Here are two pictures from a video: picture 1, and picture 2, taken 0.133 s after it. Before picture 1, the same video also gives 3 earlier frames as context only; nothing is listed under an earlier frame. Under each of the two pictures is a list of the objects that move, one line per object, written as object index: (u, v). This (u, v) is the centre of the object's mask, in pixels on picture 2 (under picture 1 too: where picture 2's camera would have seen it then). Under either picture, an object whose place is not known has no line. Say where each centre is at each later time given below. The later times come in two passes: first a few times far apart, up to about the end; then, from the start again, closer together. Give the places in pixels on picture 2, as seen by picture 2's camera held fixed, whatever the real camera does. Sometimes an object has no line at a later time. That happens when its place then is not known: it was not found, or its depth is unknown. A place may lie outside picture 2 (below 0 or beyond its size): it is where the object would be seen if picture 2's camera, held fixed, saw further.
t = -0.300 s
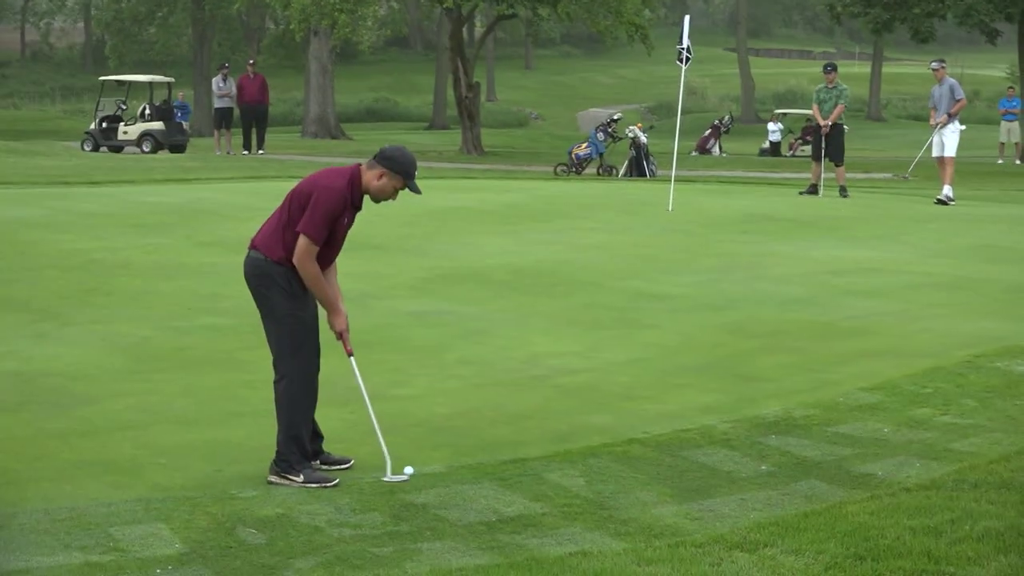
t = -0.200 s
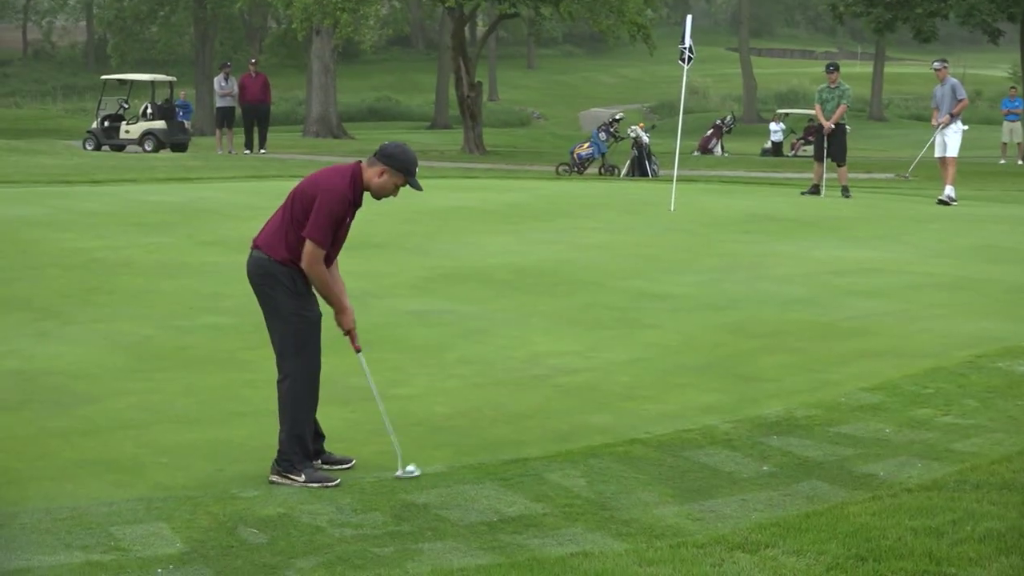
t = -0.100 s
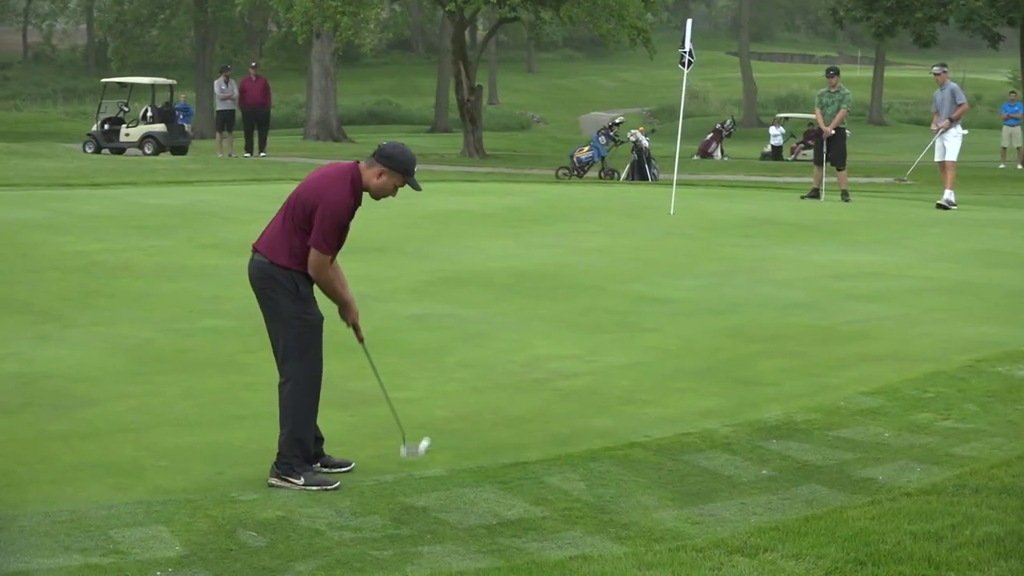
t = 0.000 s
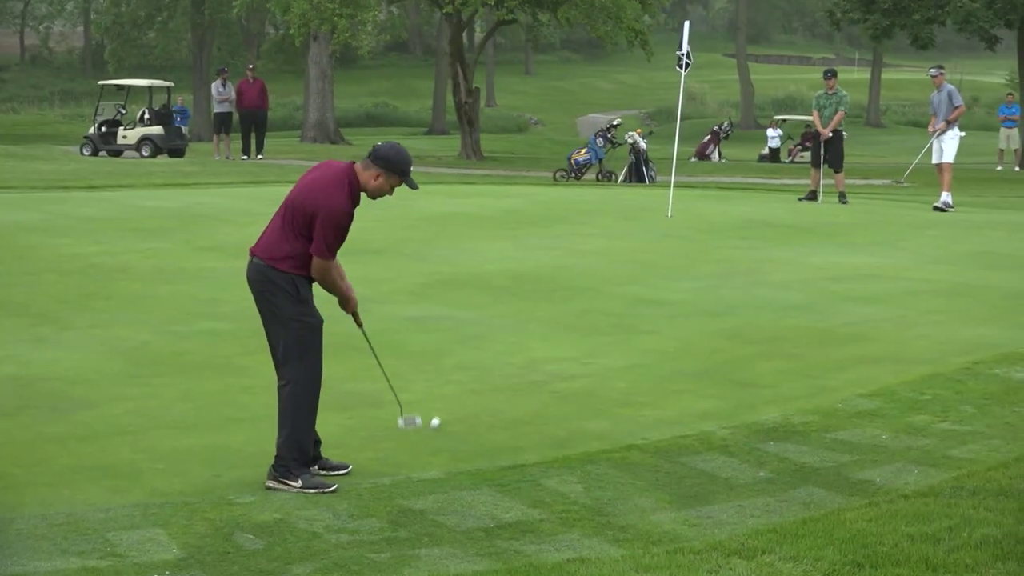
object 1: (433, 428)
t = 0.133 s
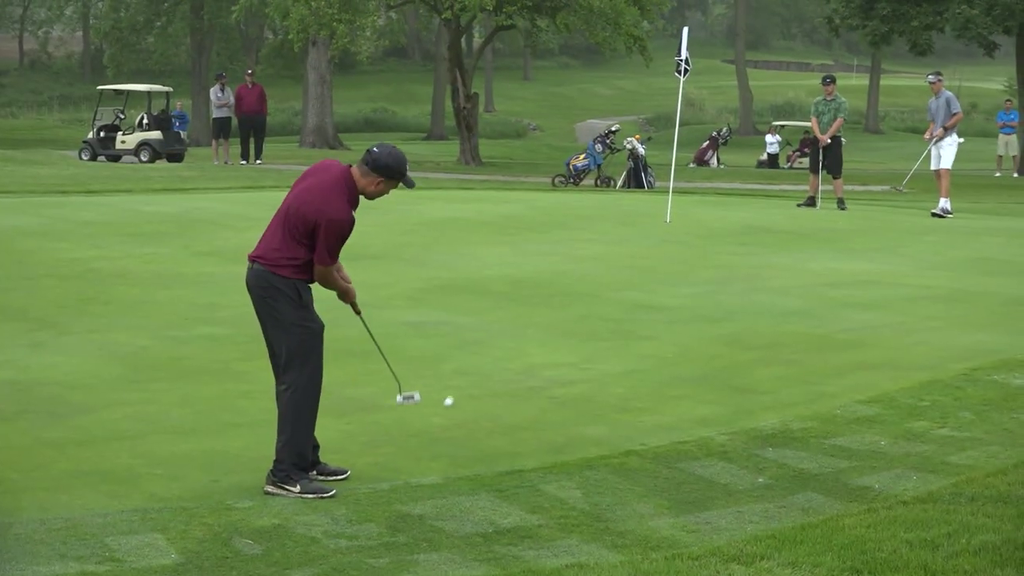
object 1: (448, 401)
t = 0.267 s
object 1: (460, 381)
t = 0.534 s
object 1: (481, 352)
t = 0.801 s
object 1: (497, 329)
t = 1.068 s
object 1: (511, 311)
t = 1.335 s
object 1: (525, 296)
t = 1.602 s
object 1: (539, 284)
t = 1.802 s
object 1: (549, 275)
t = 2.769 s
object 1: (595, 248)
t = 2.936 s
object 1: (601, 244)
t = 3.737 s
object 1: (638, 231)
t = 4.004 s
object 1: (650, 227)
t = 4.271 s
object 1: (661, 224)
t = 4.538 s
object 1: (672, 223)
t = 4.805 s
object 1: (670, 224)
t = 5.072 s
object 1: (668, 224)
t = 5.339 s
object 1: (669, 225)
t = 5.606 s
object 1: (670, 225)
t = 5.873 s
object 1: (672, 224)
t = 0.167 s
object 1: (452, 396)
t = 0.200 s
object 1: (455, 391)
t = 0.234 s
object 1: (458, 386)
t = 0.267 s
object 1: (460, 381)
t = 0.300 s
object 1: (464, 378)
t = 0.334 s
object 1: (466, 373)
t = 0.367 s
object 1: (469, 370)
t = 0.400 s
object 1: (471, 365)
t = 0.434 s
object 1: (474, 362)
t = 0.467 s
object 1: (476, 358)
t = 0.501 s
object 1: (479, 355)
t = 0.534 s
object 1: (481, 352)
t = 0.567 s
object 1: (483, 349)
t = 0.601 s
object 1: (485, 345)
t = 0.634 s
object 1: (487, 342)
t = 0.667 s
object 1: (489, 339)
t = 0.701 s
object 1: (491, 337)
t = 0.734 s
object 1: (493, 333)
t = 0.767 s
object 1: (495, 331)
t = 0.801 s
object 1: (497, 329)
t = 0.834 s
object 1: (499, 326)
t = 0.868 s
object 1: (501, 324)
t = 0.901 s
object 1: (503, 322)
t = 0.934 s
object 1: (504, 319)
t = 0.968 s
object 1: (506, 318)
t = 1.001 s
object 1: (508, 315)
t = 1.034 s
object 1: (510, 313)
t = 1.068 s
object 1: (511, 311)
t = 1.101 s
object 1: (513, 309)
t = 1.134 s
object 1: (515, 307)
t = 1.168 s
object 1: (517, 305)
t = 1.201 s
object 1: (519, 303)
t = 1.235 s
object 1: (520, 302)
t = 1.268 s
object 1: (522, 300)
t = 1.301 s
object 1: (523, 299)
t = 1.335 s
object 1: (525, 296)
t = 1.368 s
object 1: (527, 295)
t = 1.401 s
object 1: (528, 293)
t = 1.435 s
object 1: (530, 291)
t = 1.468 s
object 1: (532, 290)
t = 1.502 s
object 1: (534, 288)
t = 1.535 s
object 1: (536, 287)
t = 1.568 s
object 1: (538, 285)
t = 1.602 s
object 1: (539, 284)
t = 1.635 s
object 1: (541, 282)
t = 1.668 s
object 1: (543, 280)
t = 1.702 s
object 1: (545, 278)
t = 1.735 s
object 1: (546, 277)
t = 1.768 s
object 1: (548, 276)
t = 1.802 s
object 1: (549, 275)
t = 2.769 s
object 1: (595, 248)
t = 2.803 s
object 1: (596, 247)
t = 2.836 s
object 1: (597, 246)
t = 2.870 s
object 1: (599, 245)
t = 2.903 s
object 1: (600, 245)
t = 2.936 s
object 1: (601, 244)
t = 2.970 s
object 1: (603, 244)
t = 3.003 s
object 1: (604, 244)
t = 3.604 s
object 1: (632, 233)
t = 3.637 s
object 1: (634, 232)
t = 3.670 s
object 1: (635, 232)
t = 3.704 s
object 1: (636, 232)
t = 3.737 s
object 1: (638, 231)
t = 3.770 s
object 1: (639, 231)
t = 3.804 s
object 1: (641, 231)
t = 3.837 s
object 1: (642, 230)
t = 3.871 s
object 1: (644, 229)
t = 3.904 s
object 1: (646, 229)
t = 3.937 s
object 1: (647, 228)
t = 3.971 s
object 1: (648, 228)
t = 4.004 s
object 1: (650, 227)
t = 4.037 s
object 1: (651, 228)
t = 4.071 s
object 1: (652, 228)
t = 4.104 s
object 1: (654, 227)
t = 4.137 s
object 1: (655, 226)
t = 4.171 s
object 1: (657, 226)
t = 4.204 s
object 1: (658, 225)
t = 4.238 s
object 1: (660, 225)
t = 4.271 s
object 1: (661, 224)
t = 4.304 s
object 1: (662, 223)
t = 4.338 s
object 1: (664, 223)
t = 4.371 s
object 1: (665, 222)
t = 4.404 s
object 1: (667, 222)
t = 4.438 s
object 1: (670, 222)
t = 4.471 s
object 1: (670, 222)
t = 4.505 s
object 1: (672, 222)
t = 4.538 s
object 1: (672, 223)
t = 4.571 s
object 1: (672, 224)
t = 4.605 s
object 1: (672, 224)
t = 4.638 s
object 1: (672, 224)
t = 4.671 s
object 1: (672, 225)
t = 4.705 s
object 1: (671, 224)
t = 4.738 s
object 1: (671, 223)
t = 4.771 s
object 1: (671, 223)
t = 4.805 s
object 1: (670, 224)
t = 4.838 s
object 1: (669, 224)
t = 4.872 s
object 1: (669, 224)
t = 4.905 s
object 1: (669, 225)
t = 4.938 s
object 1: (669, 225)
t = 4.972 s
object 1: (669, 224)
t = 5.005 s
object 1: (668, 224)
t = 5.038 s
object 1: (669, 224)
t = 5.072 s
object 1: (668, 224)
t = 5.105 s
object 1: (668, 224)
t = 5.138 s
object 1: (669, 224)
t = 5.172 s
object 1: (669, 225)
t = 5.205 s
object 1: (669, 225)
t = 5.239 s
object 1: (669, 224)
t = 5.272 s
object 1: (669, 223)
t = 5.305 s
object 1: (669, 223)
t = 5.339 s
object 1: (669, 225)
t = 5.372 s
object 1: (669, 225)
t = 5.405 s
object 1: (669, 224)
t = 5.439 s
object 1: (670, 223)
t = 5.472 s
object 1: (670, 225)
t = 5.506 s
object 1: (670, 225)
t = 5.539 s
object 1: (670, 225)
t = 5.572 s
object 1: (670, 224)
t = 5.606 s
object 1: (670, 225)
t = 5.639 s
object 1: (670, 224)
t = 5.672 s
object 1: (669, 224)
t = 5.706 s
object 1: (670, 224)
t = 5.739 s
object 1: (670, 224)
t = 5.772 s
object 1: (671, 223)
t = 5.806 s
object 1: (671, 224)
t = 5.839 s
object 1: (671, 223)
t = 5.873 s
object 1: (672, 224)
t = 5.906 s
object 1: (671, 223)
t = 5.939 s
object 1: (672, 223)
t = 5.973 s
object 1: (672, 223)
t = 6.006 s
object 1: (673, 223)
